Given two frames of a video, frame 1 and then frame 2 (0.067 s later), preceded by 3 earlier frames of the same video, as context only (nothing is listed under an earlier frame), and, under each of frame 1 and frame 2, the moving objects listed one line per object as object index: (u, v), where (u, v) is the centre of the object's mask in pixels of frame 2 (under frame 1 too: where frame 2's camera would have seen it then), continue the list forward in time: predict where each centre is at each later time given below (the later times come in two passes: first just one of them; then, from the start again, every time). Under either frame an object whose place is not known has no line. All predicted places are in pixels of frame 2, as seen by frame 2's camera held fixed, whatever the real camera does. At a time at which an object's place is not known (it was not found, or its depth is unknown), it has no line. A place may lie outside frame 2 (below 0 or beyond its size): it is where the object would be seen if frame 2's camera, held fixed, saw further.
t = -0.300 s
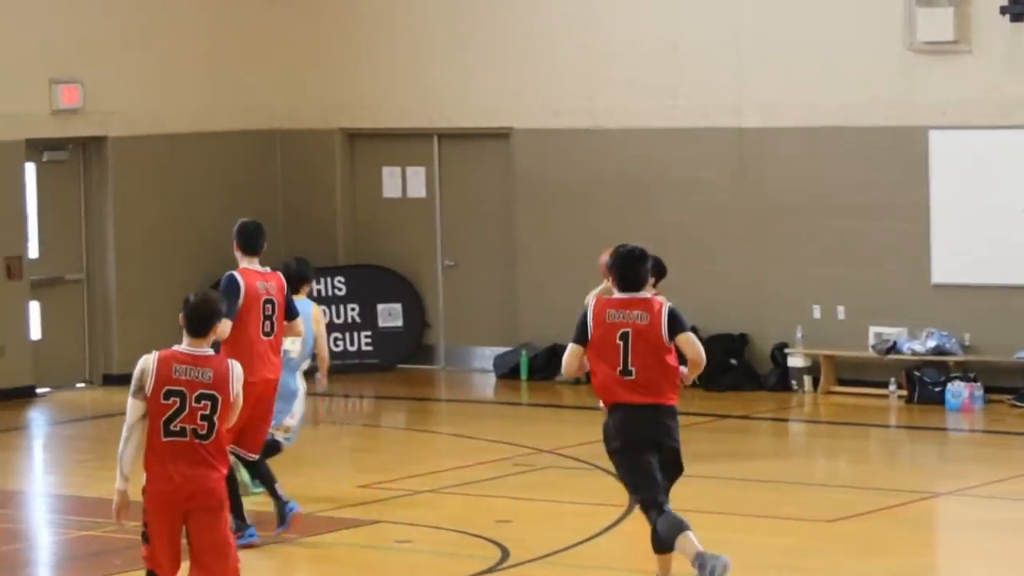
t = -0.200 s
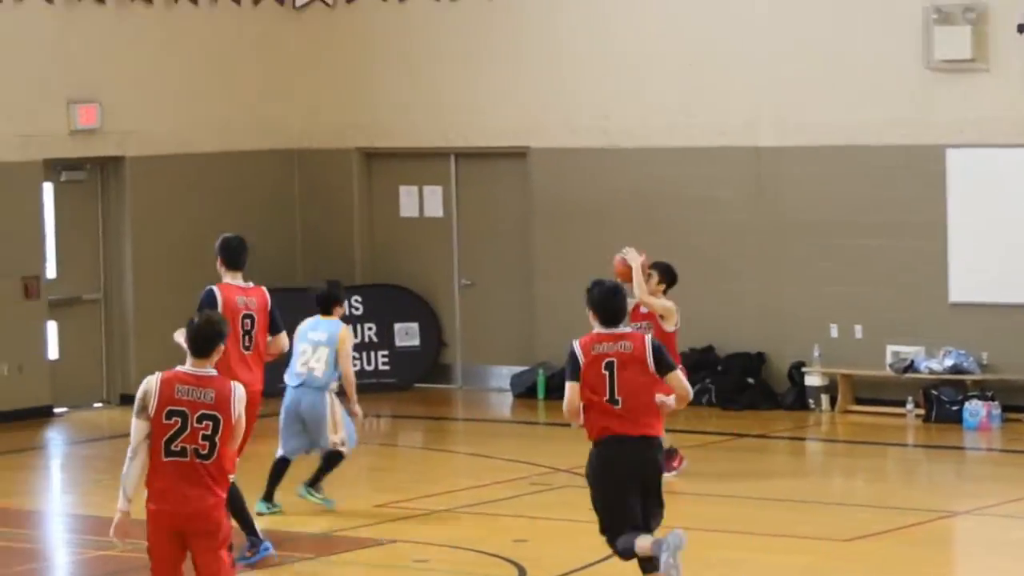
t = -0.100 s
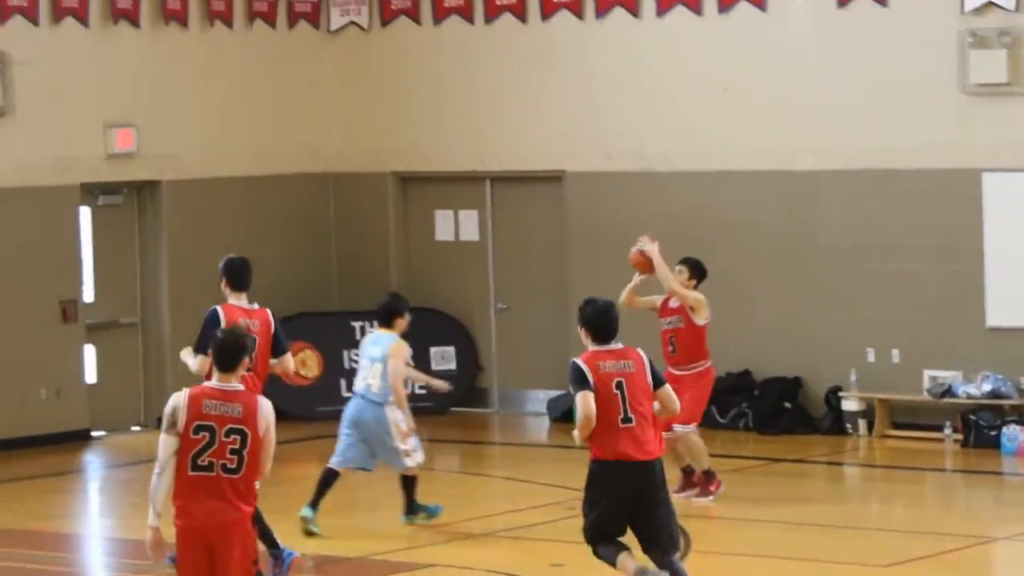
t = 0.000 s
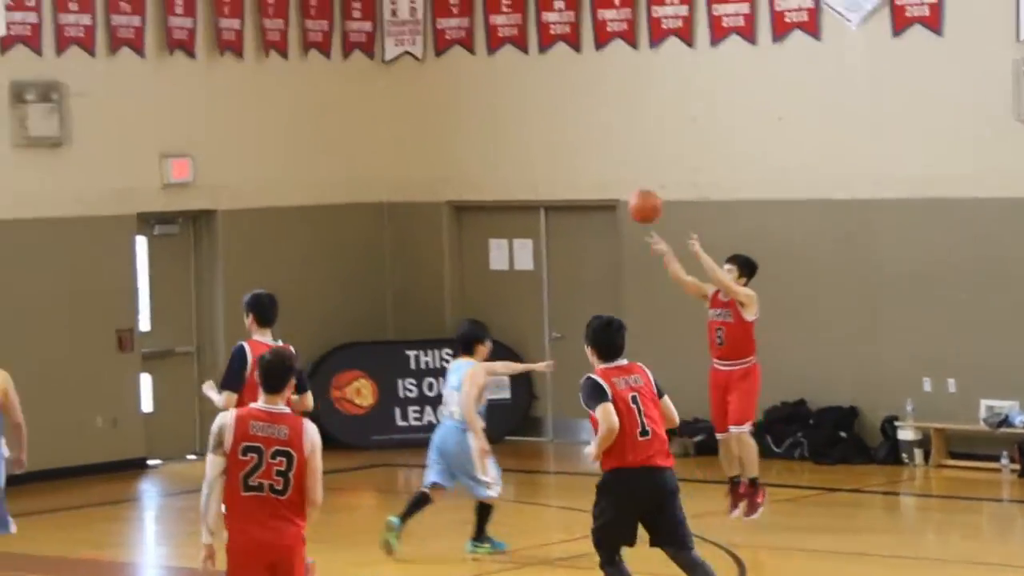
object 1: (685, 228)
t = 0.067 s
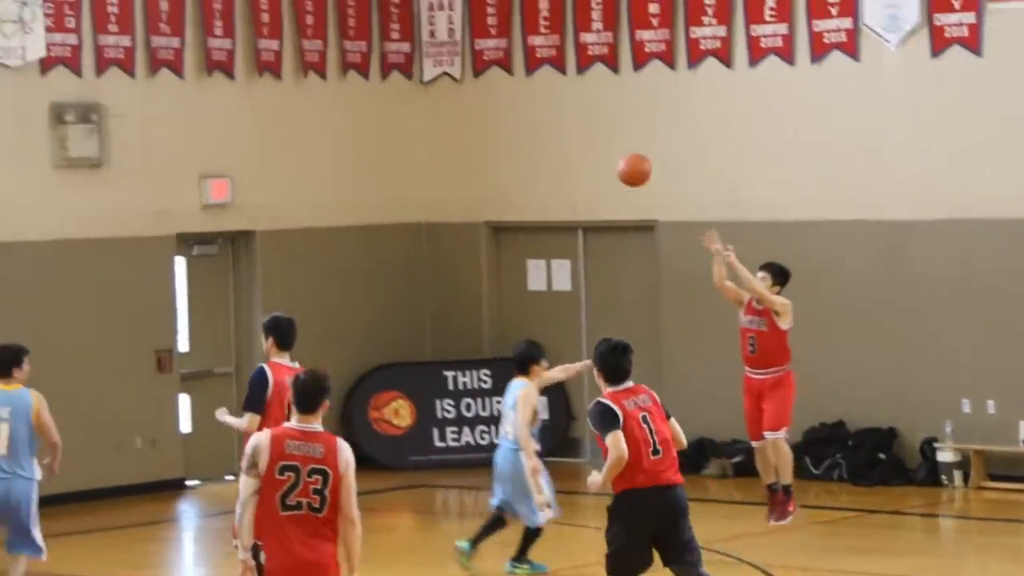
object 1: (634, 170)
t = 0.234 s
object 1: (511, 53)
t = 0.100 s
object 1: (610, 143)
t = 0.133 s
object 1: (585, 119)
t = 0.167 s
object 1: (560, 96)
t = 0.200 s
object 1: (536, 74)
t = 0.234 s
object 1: (511, 53)
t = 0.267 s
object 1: (487, 33)
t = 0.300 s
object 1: (463, 15)
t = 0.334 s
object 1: (437, -1)
